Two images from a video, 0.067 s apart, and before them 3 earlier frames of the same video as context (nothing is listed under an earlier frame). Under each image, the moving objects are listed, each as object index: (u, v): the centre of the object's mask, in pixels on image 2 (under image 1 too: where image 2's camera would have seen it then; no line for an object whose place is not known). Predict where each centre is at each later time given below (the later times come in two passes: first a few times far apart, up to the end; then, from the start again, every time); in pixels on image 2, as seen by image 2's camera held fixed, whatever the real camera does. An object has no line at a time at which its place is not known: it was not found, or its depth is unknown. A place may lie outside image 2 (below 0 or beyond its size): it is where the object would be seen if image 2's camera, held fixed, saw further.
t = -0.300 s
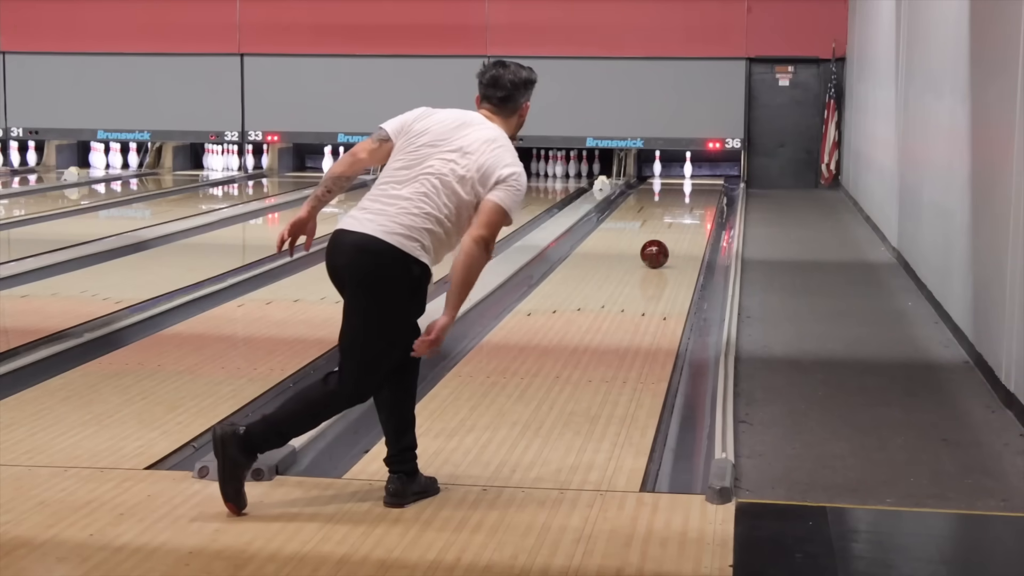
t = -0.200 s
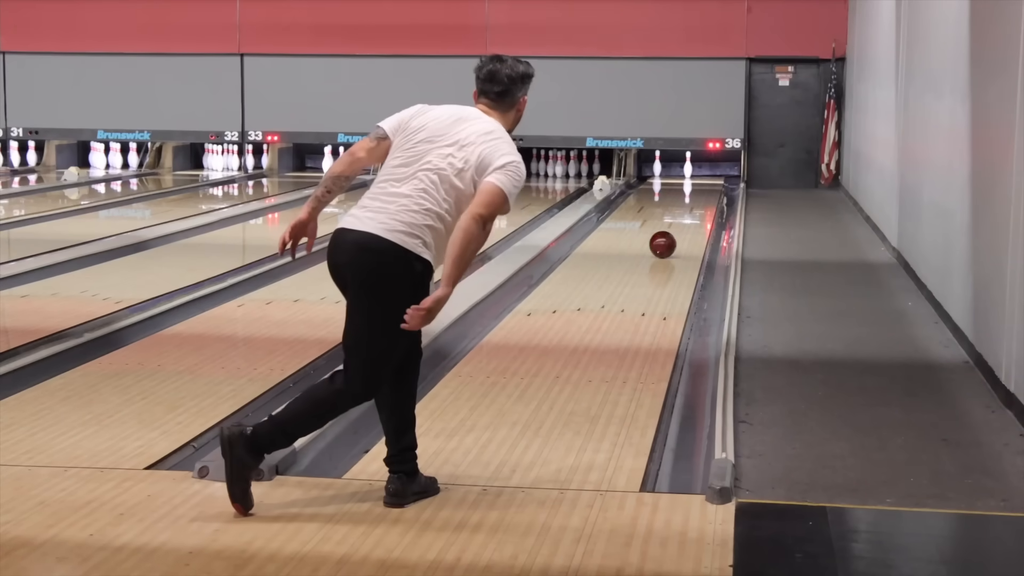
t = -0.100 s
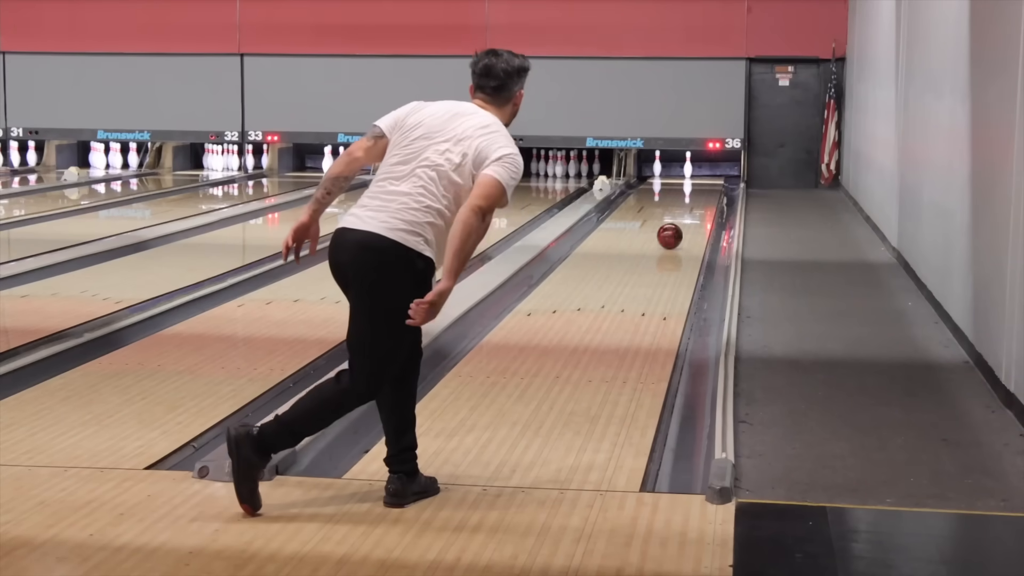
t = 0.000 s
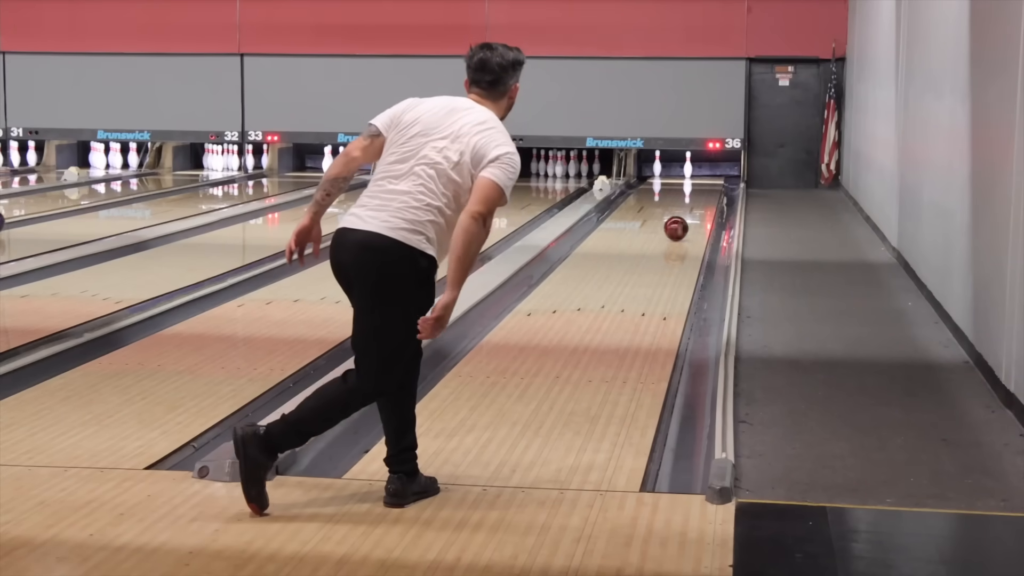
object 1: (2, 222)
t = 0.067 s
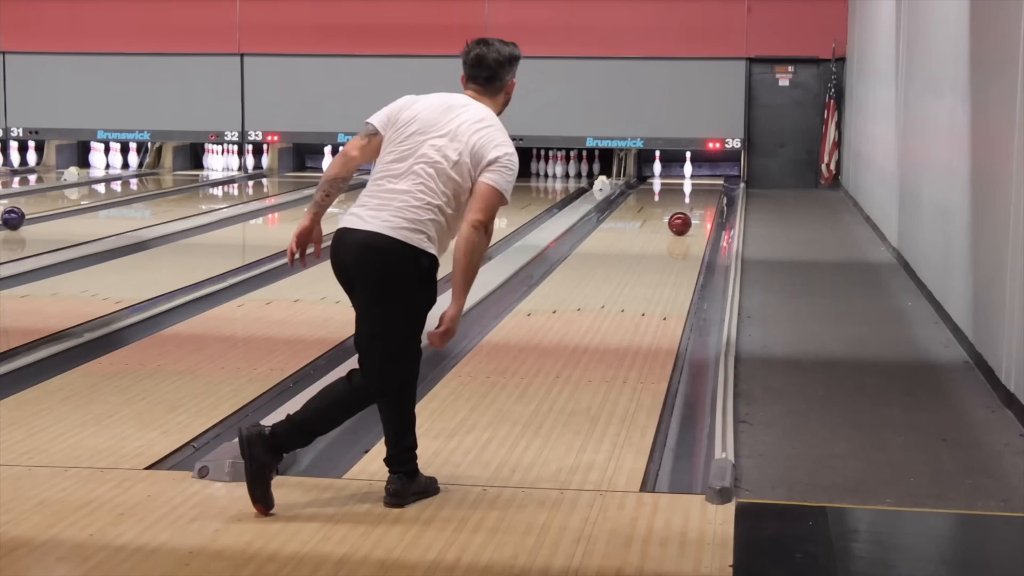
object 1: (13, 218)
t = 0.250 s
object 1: (64, 208)
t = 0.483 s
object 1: (120, 198)
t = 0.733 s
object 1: (170, 188)
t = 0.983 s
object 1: (212, 181)
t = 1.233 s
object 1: (249, 175)
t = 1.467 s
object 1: (279, 171)
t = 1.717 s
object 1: (306, 165)
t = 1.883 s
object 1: (323, 163)
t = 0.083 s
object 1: (18, 217)
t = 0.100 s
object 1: (23, 216)
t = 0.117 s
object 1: (28, 215)
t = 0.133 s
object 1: (32, 214)
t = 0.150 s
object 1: (37, 213)
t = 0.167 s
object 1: (42, 212)
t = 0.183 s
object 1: (46, 212)
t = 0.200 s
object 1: (51, 211)
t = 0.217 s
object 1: (55, 210)
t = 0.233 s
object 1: (60, 209)
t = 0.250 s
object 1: (64, 208)
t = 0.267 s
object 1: (69, 207)
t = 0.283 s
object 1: (73, 207)
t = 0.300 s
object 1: (77, 206)
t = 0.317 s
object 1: (81, 205)
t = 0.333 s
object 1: (85, 204)
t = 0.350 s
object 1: (89, 203)
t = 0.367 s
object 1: (93, 203)
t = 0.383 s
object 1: (97, 202)
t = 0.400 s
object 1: (101, 201)
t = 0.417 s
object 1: (105, 201)
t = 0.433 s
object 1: (109, 200)
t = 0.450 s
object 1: (112, 199)
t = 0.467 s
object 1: (116, 199)
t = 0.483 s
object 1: (120, 198)
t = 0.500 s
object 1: (123, 197)
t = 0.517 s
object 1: (127, 197)
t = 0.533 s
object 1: (131, 196)
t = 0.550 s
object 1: (134, 195)
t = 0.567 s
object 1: (137, 194)
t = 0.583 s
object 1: (141, 194)
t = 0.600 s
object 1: (144, 193)
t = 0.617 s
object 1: (148, 193)
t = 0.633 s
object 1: (151, 192)
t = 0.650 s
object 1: (154, 192)
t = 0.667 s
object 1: (157, 191)
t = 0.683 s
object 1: (160, 190)
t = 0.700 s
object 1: (164, 190)
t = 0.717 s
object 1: (167, 189)
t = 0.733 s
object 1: (170, 188)
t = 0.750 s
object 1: (173, 188)
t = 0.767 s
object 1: (176, 187)
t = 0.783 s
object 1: (179, 187)
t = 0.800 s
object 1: (182, 187)
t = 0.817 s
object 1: (185, 186)
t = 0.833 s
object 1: (188, 185)
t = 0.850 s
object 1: (191, 185)
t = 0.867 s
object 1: (193, 184)
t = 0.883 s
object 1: (196, 184)
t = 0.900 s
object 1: (199, 183)
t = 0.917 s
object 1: (201, 183)
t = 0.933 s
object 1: (204, 182)
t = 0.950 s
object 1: (207, 182)
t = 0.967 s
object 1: (209, 181)
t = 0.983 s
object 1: (212, 181)
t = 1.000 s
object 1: (215, 180)
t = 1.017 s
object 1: (217, 180)
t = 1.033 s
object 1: (220, 180)
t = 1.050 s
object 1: (222, 179)
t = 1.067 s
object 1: (225, 179)
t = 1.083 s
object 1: (227, 178)
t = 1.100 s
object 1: (230, 178)
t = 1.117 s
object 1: (232, 178)
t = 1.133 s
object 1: (235, 177)
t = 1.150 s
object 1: (237, 177)
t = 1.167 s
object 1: (239, 177)
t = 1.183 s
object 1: (242, 176)
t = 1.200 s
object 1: (244, 176)
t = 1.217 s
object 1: (247, 176)
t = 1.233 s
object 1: (249, 175)
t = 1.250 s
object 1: (251, 175)
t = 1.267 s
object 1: (254, 174)
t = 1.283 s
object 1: (255, 174)
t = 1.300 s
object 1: (259, 174)
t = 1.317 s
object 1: (260, 173)
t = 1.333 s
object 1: (263, 173)
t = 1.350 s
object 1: (265, 173)
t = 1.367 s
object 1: (267, 172)
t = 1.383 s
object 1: (269, 172)
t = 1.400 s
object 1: (271, 172)
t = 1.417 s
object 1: (272, 172)
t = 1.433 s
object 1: (275, 171)
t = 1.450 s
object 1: (277, 171)
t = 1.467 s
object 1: (279, 171)
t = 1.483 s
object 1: (281, 170)
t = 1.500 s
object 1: (283, 170)
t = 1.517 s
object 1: (286, 170)
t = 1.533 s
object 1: (287, 170)
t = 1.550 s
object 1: (290, 169)
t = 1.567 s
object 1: (292, 169)
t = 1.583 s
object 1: (294, 169)
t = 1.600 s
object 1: (295, 168)
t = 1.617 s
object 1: (297, 169)
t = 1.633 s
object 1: (299, 168)
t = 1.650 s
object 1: (301, 168)
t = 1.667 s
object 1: (303, 167)
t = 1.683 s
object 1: (304, 166)
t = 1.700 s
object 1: (305, 165)
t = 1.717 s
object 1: (306, 165)
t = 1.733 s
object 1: (308, 164)
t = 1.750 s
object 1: (310, 165)
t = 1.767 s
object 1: (311, 163)
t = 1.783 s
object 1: (312, 165)
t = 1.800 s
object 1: (314, 165)
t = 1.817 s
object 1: (315, 165)
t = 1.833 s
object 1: (317, 164)
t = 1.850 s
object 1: (319, 164)
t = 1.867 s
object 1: (321, 163)
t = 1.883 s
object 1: (323, 163)
